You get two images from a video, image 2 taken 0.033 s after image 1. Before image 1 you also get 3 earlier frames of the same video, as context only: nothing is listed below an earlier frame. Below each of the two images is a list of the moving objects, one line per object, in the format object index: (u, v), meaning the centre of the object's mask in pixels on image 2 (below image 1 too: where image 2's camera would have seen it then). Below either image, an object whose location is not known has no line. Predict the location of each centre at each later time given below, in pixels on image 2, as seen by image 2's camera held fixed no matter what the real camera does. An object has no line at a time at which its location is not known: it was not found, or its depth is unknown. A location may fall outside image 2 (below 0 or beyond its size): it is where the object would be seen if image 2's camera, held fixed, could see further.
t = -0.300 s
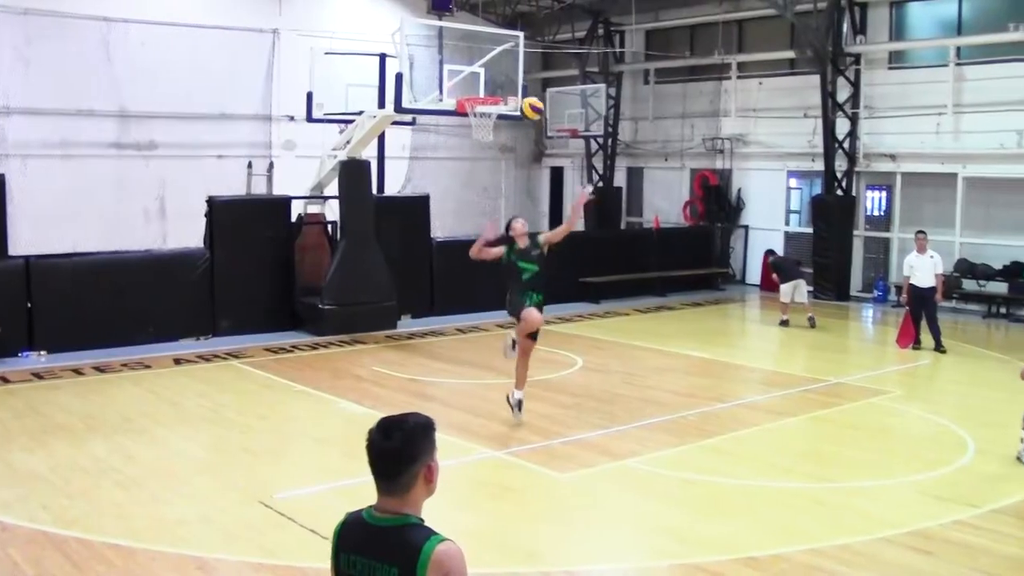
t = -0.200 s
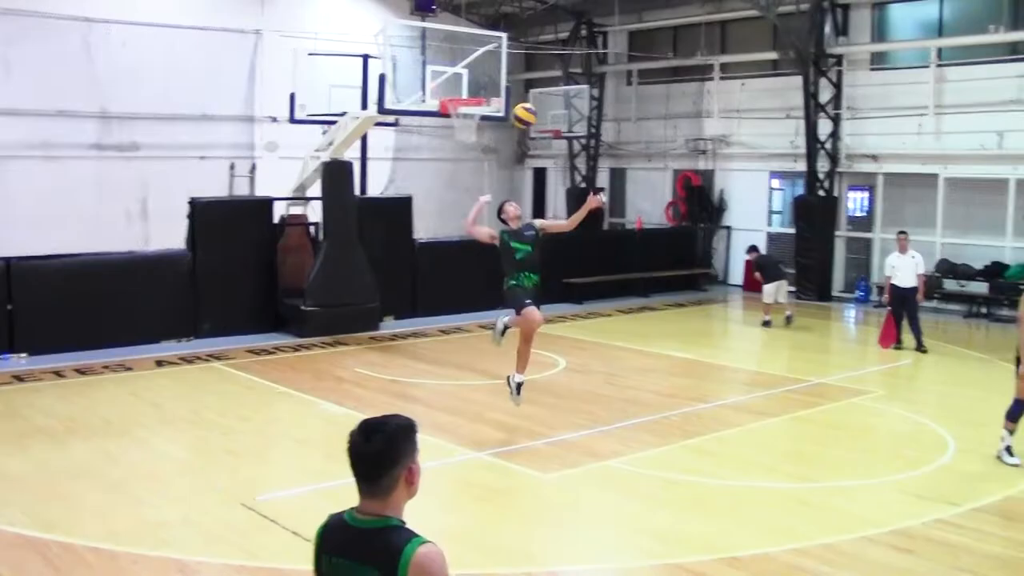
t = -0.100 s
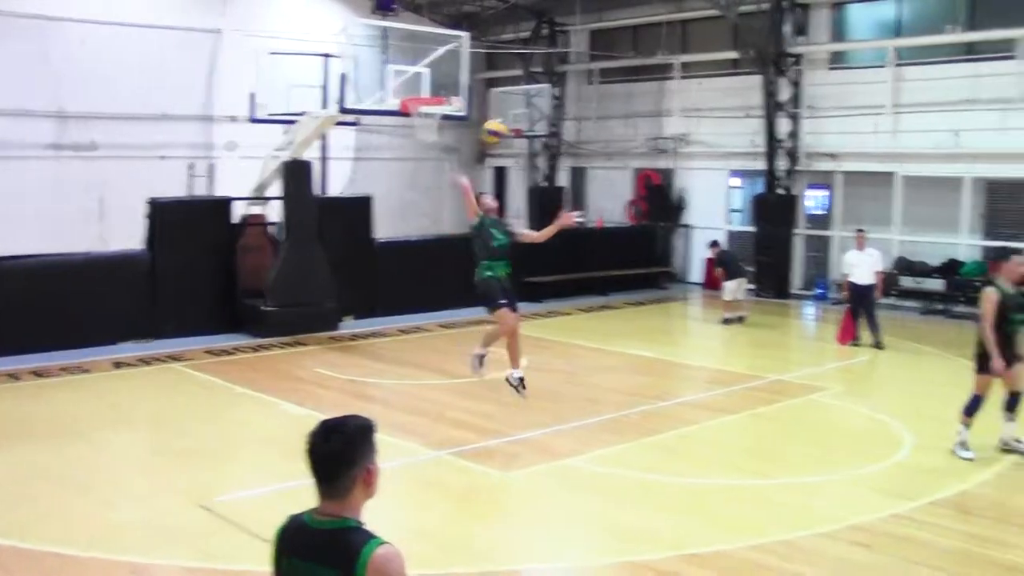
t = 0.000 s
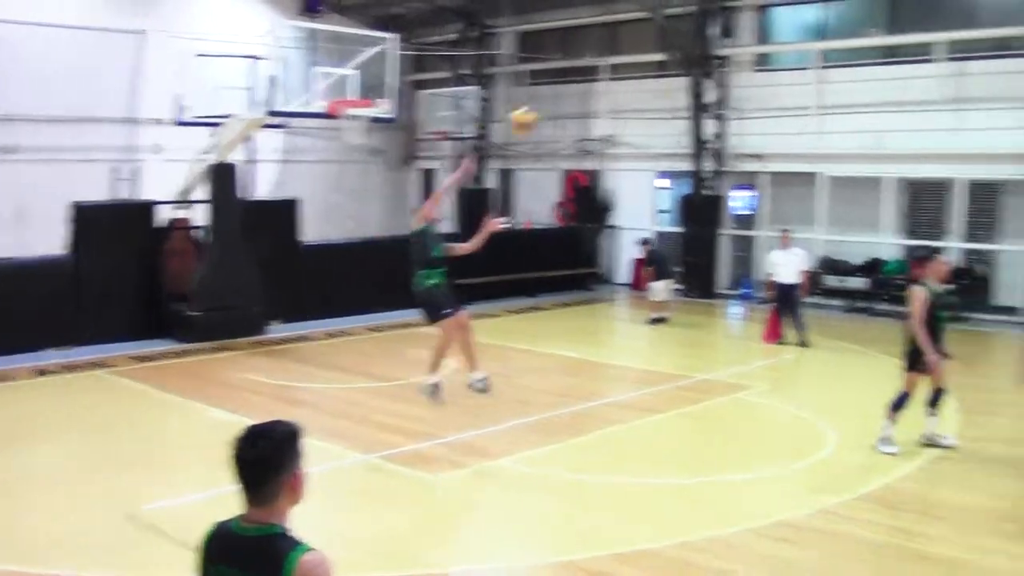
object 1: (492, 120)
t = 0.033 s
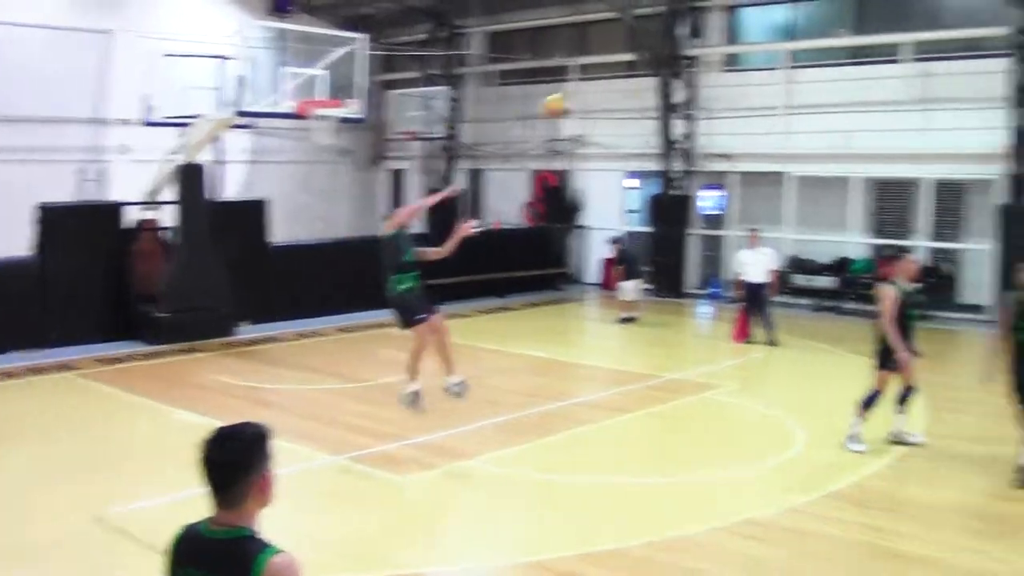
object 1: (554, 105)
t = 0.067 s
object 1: (624, 91)
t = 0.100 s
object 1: (694, 79)
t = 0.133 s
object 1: (769, 65)
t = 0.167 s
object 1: (845, 54)
